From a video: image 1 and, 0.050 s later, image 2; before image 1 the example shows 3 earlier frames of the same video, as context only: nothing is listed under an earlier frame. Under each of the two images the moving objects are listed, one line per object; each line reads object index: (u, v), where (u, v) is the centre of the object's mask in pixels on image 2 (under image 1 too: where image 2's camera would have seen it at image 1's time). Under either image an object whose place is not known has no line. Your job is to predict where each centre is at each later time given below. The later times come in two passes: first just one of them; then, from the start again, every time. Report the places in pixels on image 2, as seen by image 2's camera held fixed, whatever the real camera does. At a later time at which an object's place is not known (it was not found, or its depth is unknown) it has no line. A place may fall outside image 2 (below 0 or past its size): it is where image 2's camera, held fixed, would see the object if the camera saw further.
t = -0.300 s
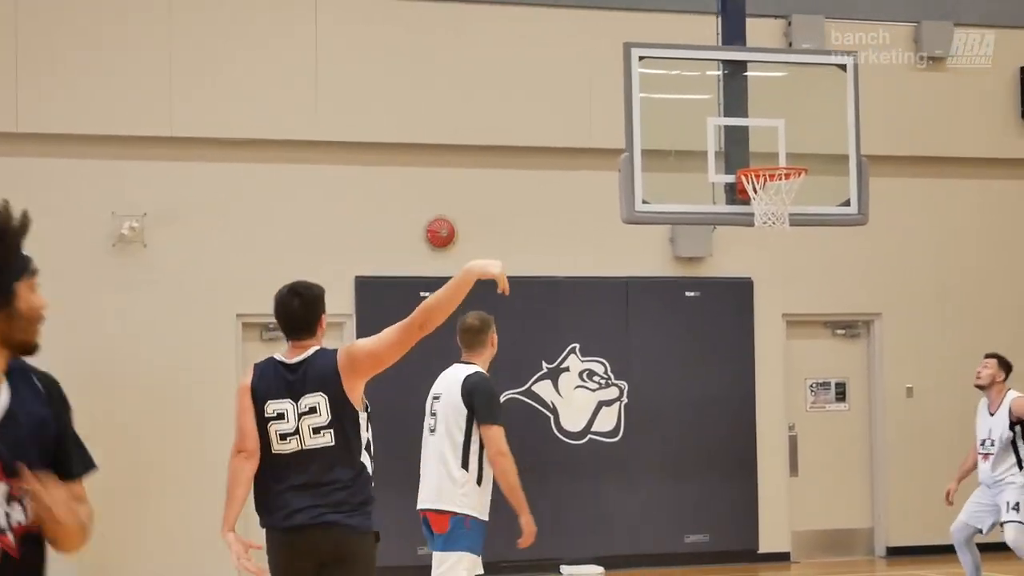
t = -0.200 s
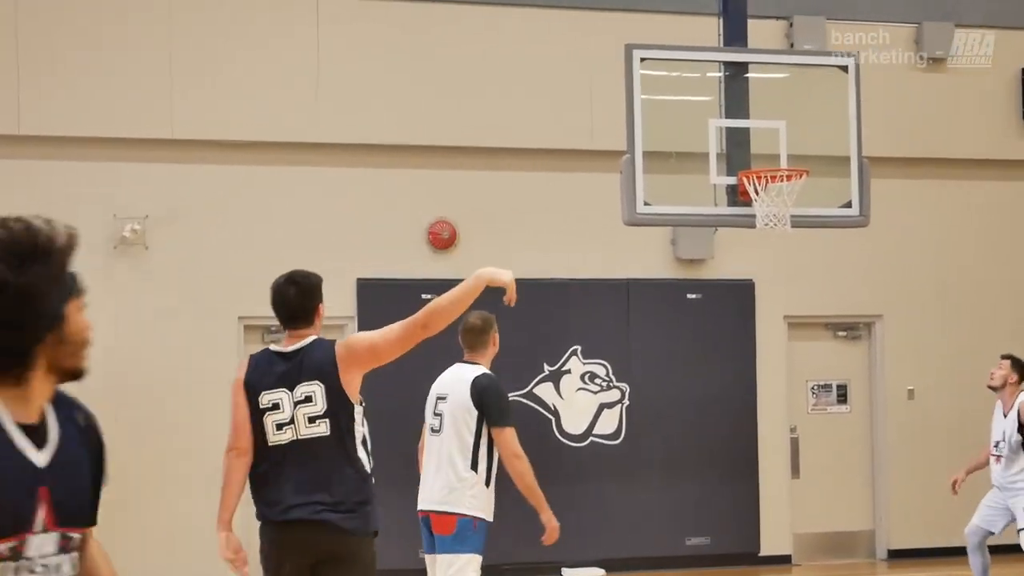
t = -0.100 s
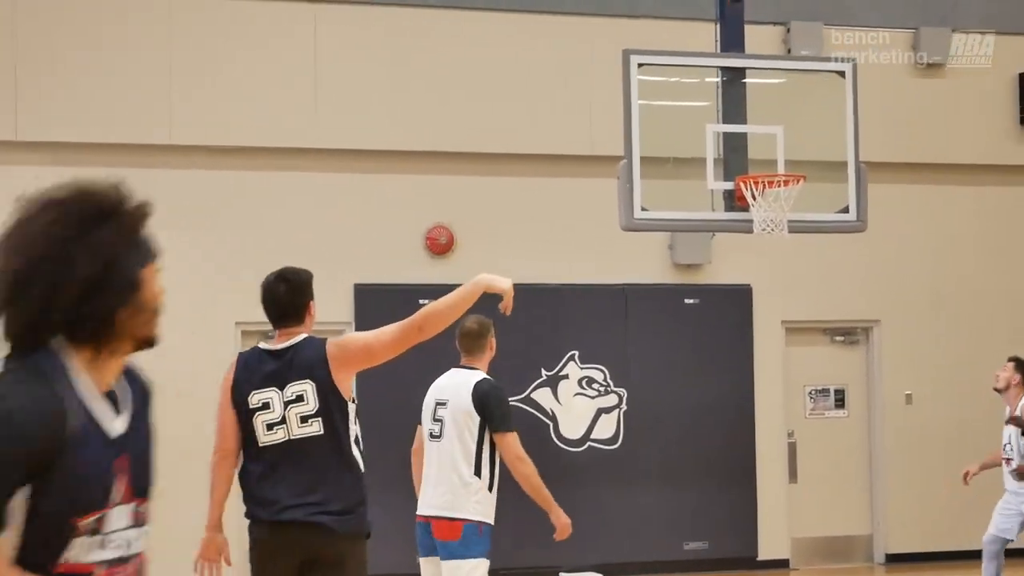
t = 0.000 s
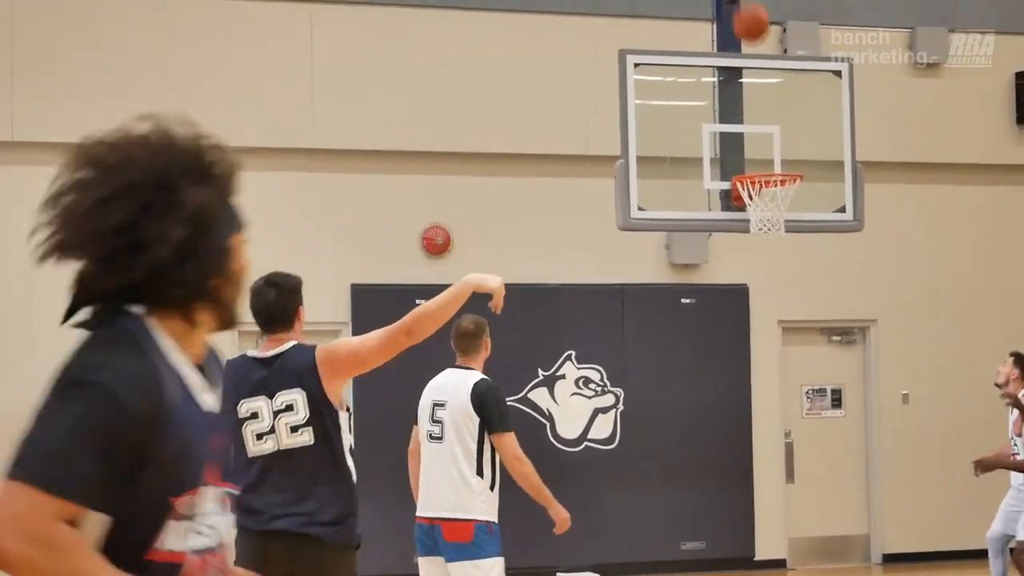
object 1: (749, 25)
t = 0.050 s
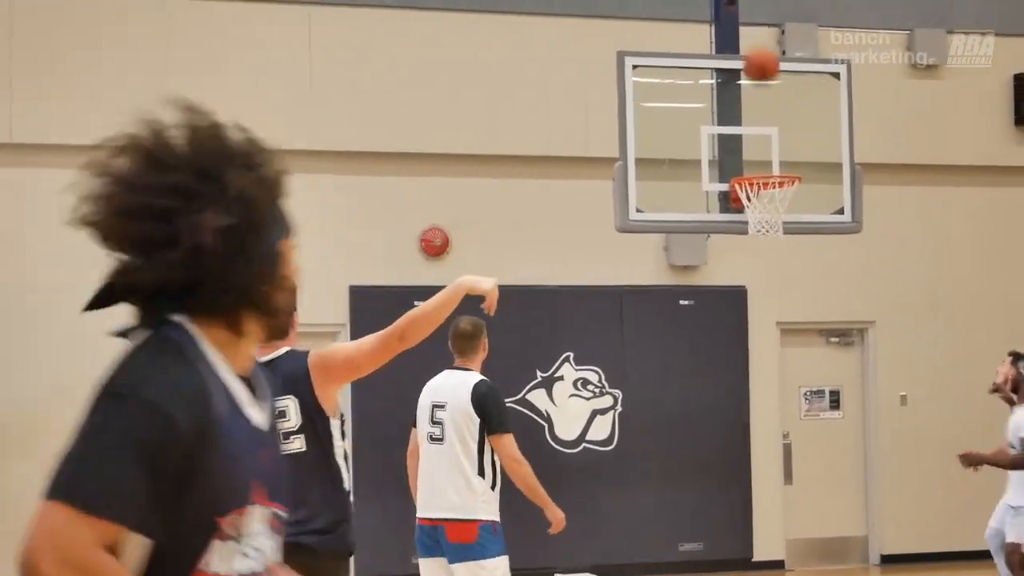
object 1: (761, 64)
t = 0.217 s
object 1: (814, 162)
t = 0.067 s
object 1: (766, 80)
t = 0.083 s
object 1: (769, 95)
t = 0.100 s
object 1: (773, 107)
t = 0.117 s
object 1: (776, 123)
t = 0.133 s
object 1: (780, 137)
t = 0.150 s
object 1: (785, 154)
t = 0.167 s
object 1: (789, 168)
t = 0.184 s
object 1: (797, 166)
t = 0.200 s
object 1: (805, 164)
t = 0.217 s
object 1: (814, 162)
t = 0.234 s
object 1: (821, 160)
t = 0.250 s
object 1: (830, 159)
